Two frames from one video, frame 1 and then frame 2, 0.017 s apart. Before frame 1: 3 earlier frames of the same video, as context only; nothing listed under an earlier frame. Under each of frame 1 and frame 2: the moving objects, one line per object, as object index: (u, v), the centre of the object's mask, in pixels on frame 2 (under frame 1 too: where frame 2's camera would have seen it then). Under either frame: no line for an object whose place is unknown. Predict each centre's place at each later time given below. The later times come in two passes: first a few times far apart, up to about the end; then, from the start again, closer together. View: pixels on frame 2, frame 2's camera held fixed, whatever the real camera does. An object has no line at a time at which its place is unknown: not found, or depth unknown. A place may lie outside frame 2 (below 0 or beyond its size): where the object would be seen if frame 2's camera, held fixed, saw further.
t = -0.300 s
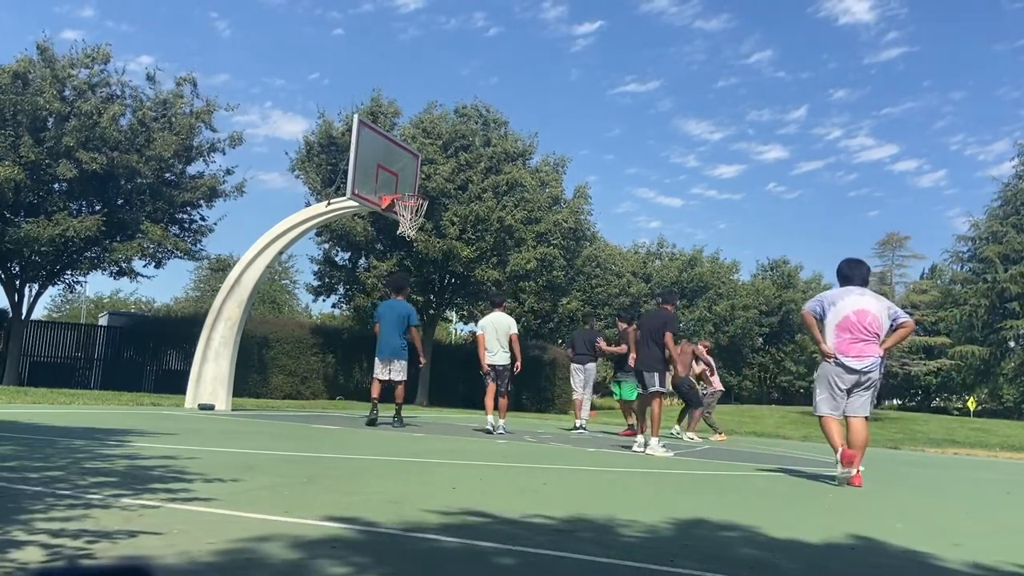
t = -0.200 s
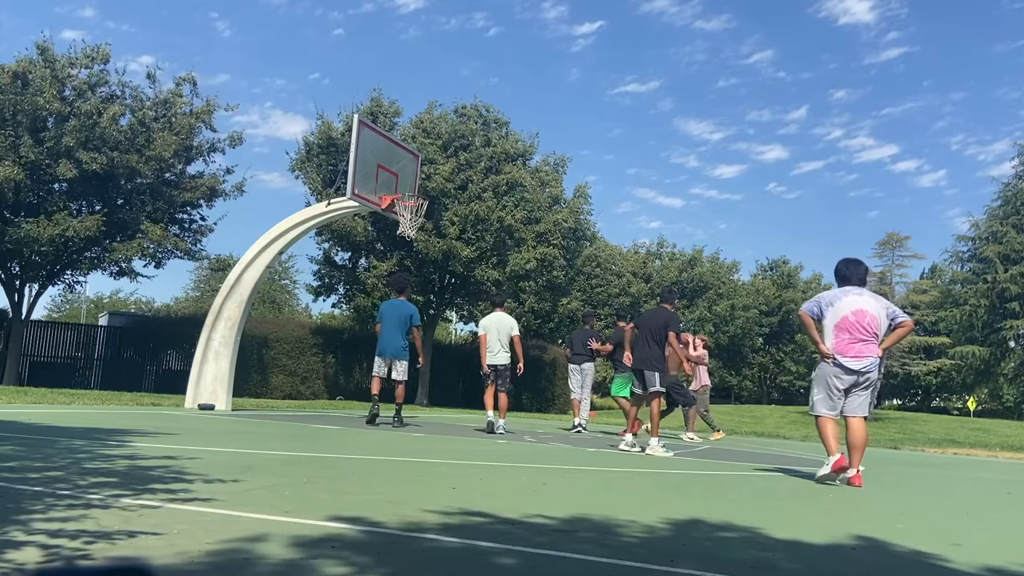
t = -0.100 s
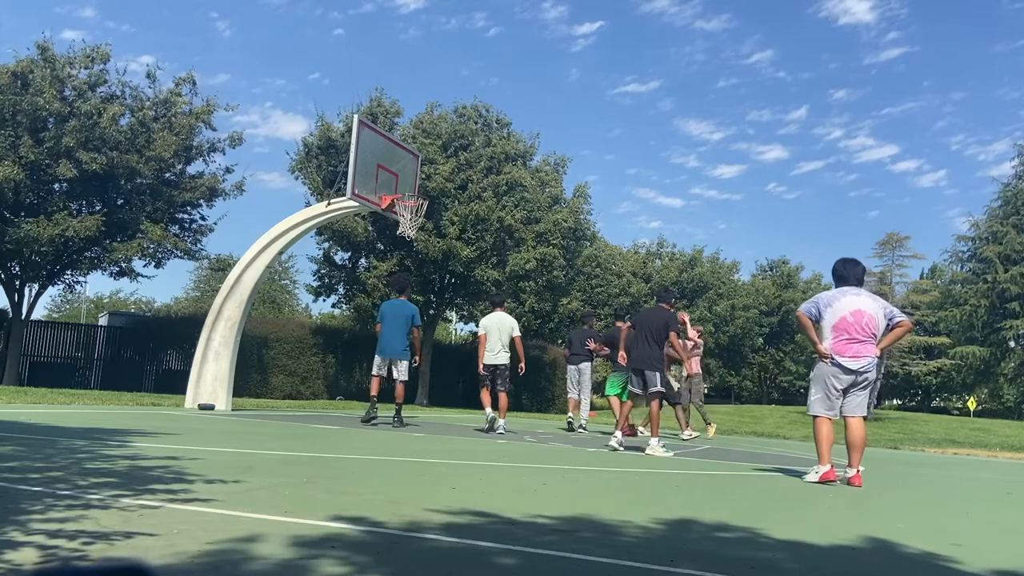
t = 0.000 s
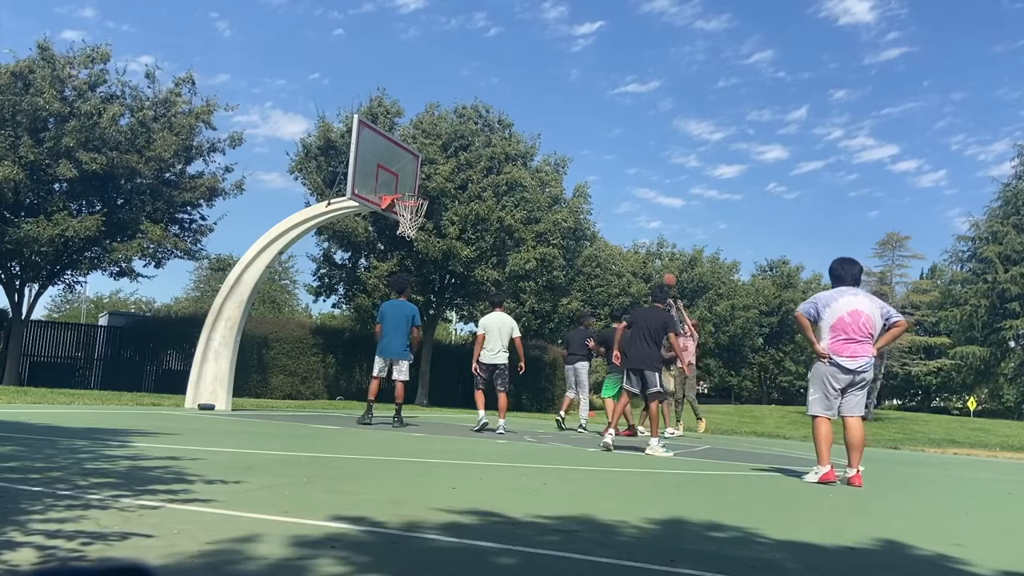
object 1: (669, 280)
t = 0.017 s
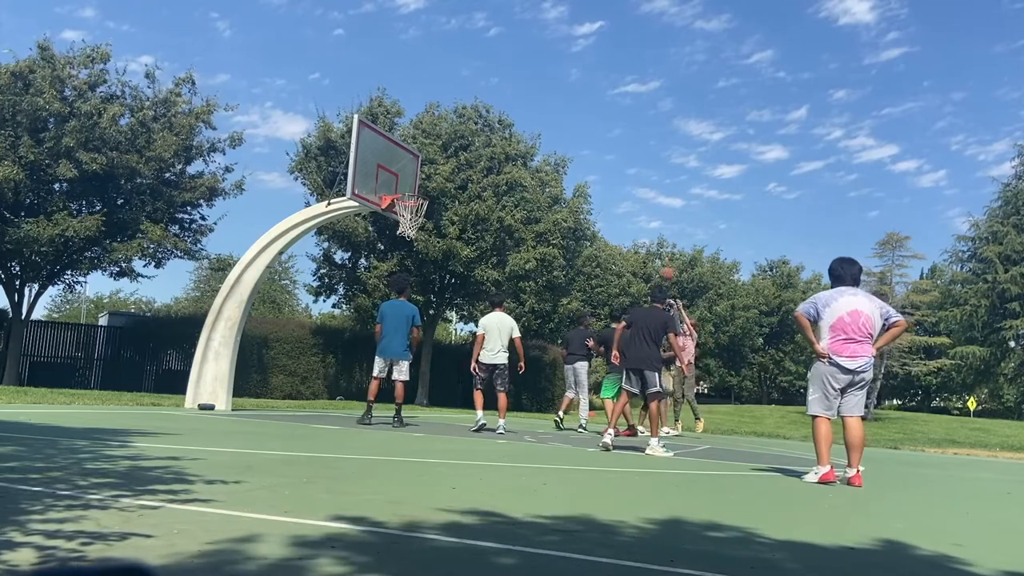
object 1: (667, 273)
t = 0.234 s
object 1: (628, 202)
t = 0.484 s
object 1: (580, 149)
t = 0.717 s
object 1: (531, 130)
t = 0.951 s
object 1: (476, 146)
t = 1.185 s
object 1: (417, 189)
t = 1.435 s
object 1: (377, 162)
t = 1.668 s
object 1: (373, 173)
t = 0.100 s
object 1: (652, 244)
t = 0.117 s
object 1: (649, 237)
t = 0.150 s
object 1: (643, 226)
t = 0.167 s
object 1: (640, 221)
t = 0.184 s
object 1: (637, 217)
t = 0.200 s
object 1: (634, 211)
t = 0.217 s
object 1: (631, 206)
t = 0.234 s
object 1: (628, 202)
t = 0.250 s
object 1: (625, 197)
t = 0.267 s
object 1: (621, 193)
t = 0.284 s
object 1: (619, 189)
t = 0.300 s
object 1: (616, 184)
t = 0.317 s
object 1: (612, 181)
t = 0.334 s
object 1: (609, 177)
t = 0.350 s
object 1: (606, 173)
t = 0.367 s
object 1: (603, 169)
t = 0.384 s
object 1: (600, 166)
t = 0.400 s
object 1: (597, 163)
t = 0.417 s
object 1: (593, 160)
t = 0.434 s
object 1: (590, 156)
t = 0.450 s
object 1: (587, 154)
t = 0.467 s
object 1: (584, 151)
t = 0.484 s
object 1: (580, 149)
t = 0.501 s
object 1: (577, 147)
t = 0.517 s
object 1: (574, 144)
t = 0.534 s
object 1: (570, 142)
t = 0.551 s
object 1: (566, 140)
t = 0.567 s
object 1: (563, 138)
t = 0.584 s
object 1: (560, 137)
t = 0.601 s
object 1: (556, 136)
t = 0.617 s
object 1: (552, 134)
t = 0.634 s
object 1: (549, 133)
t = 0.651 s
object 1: (545, 132)
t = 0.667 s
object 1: (542, 132)
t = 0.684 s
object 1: (538, 131)
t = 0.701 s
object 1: (535, 131)
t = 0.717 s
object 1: (531, 130)
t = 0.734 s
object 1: (527, 130)
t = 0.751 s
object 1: (523, 130)
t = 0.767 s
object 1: (519, 130)
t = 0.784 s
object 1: (515, 131)
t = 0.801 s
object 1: (511, 132)
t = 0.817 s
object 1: (508, 132)
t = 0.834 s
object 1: (505, 133)
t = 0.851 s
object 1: (500, 134)
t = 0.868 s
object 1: (495, 136)
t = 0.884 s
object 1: (491, 138)
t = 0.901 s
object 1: (488, 139)
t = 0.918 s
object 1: (483, 142)
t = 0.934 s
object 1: (480, 144)
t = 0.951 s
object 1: (476, 146)
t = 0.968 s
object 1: (471, 148)
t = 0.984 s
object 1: (467, 151)
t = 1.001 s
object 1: (462, 154)
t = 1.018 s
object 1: (458, 158)
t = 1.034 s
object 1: (453, 161)
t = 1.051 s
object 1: (449, 165)
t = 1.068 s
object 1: (445, 169)
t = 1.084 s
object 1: (440, 173)
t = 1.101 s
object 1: (436, 177)
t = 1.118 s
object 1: (431, 182)
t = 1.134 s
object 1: (427, 187)
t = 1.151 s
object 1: (422, 191)
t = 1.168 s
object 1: (420, 191)
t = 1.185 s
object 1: (417, 189)
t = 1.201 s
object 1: (414, 186)
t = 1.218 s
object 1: (412, 183)
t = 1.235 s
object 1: (408, 181)
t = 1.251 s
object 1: (405, 179)
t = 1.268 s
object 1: (403, 176)
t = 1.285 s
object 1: (400, 174)
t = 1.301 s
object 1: (397, 172)
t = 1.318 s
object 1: (394, 170)
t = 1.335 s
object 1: (391, 169)
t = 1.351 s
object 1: (388, 167)
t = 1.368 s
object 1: (384, 166)
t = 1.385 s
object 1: (381, 165)
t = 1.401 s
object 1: (379, 164)
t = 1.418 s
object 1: (377, 163)
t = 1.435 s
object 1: (377, 162)
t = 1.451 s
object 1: (377, 162)
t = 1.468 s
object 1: (377, 162)
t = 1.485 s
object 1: (377, 162)
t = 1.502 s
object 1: (377, 162)
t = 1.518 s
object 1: (376, 162)
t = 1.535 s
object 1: (376, 162)
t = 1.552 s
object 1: (376, 162)
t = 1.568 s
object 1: (375, 163)
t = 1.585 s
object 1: (375, 164)
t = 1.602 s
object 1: (375, 166)
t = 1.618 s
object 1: (375, 167)
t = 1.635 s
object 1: (374, 169)
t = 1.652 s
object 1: (374, 171)
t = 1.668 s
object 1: (373, 173)
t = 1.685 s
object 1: (373, 175)
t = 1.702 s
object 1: (372, 178)
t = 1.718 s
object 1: (372, 181)
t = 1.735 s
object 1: (372, 183)
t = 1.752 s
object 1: (371, 187)
